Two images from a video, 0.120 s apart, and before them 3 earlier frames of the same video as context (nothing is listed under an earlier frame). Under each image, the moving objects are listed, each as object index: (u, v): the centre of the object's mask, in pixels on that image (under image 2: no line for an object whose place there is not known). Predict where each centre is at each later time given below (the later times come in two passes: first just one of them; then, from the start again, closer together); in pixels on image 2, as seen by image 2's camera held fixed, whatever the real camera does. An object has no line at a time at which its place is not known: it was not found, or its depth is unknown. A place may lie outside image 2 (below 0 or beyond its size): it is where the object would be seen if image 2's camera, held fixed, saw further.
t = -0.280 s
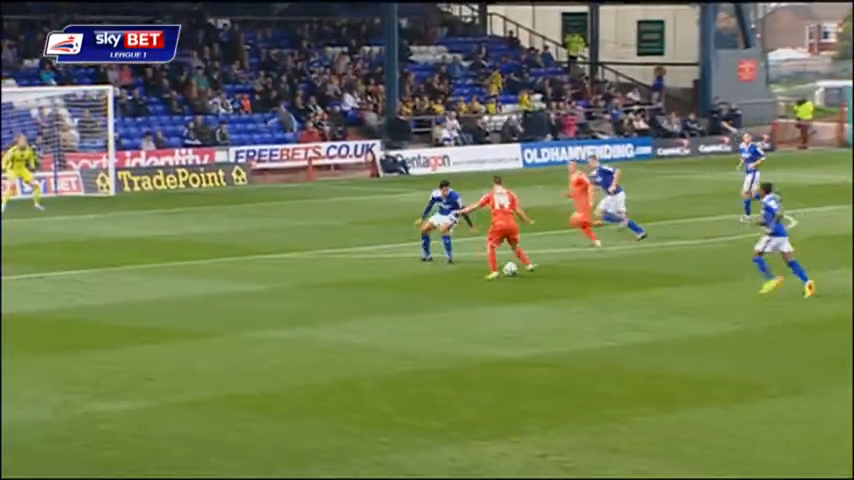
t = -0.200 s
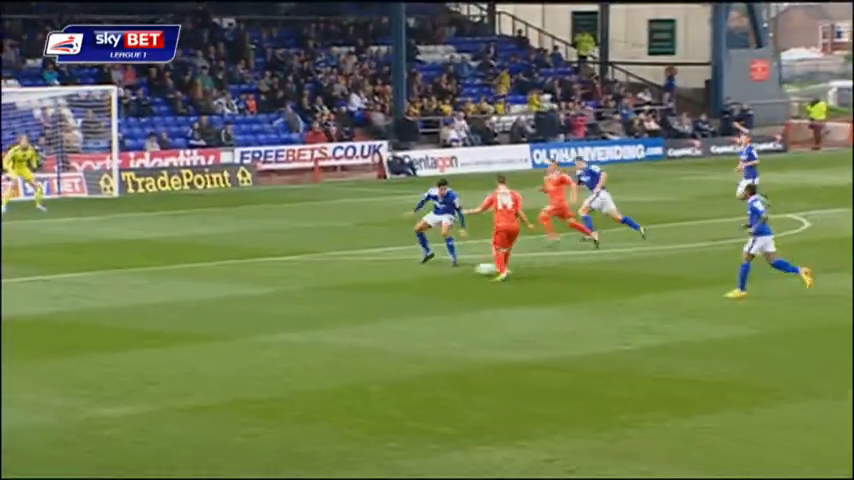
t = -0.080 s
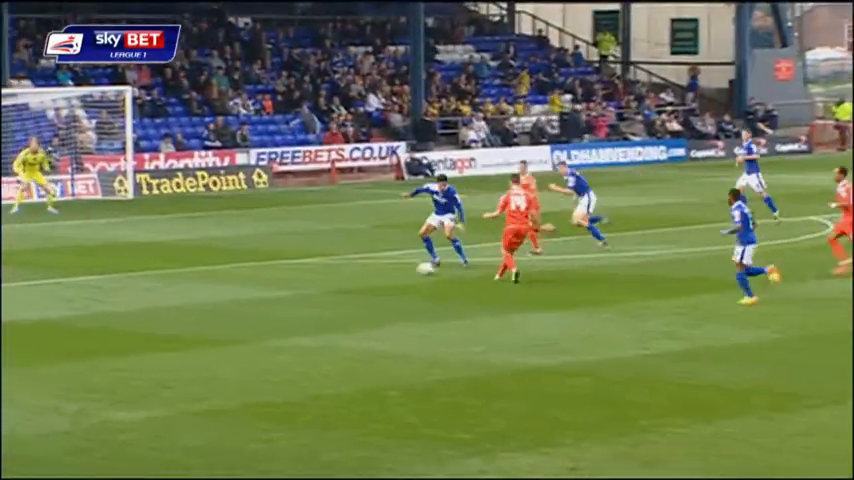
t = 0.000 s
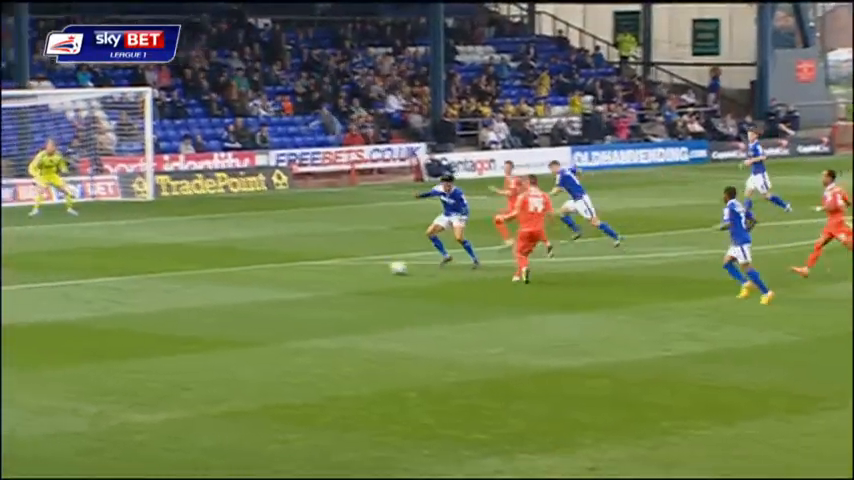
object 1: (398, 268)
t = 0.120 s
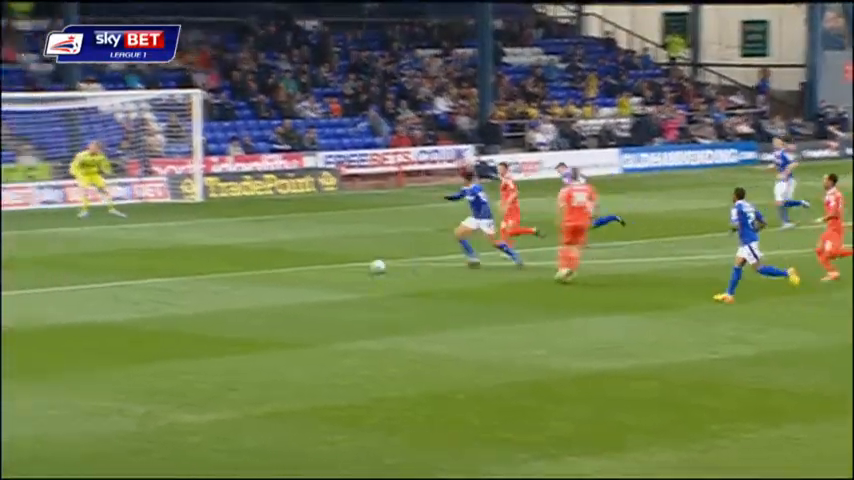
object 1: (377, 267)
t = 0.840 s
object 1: (93, 253)
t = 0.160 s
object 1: (356, 266)
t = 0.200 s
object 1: (336, 265)
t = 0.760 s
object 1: (118, 254)
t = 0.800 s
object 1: (105, 253)
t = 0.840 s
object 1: (93, 253)
